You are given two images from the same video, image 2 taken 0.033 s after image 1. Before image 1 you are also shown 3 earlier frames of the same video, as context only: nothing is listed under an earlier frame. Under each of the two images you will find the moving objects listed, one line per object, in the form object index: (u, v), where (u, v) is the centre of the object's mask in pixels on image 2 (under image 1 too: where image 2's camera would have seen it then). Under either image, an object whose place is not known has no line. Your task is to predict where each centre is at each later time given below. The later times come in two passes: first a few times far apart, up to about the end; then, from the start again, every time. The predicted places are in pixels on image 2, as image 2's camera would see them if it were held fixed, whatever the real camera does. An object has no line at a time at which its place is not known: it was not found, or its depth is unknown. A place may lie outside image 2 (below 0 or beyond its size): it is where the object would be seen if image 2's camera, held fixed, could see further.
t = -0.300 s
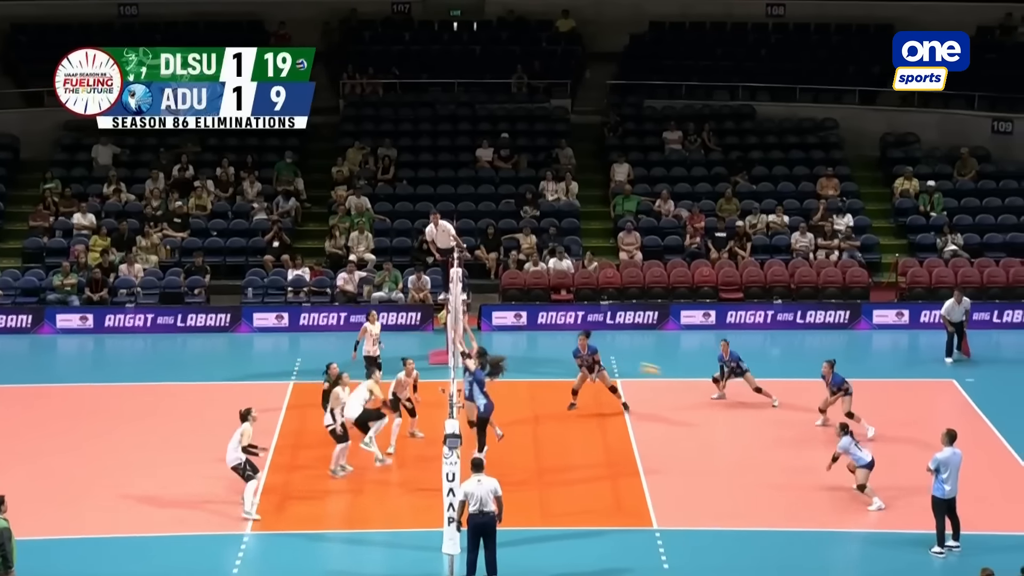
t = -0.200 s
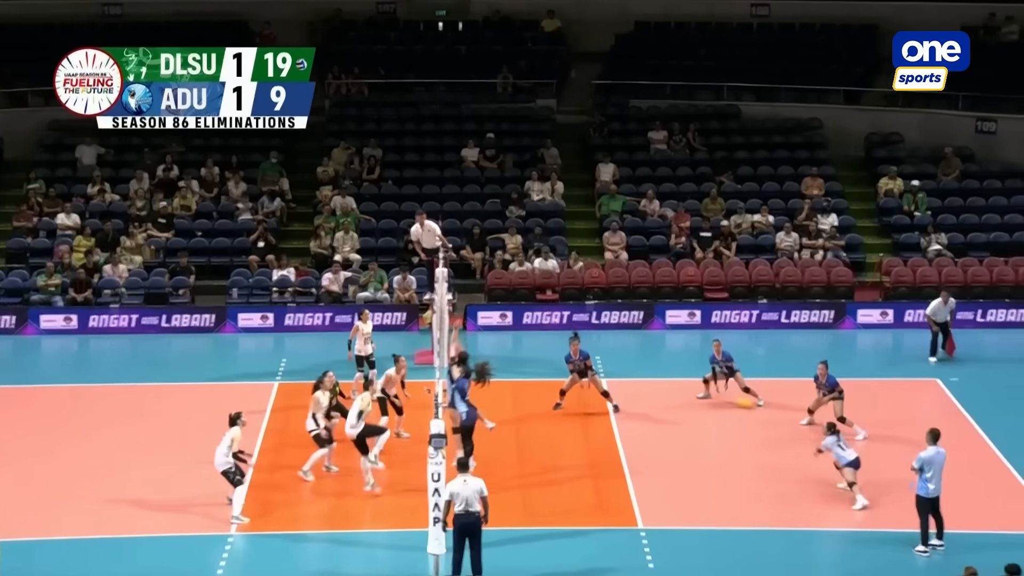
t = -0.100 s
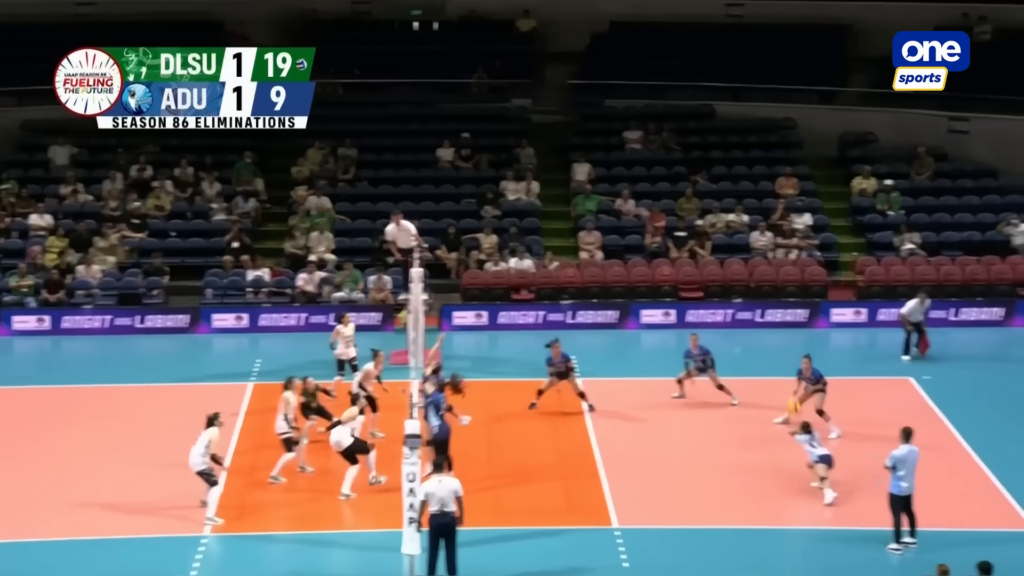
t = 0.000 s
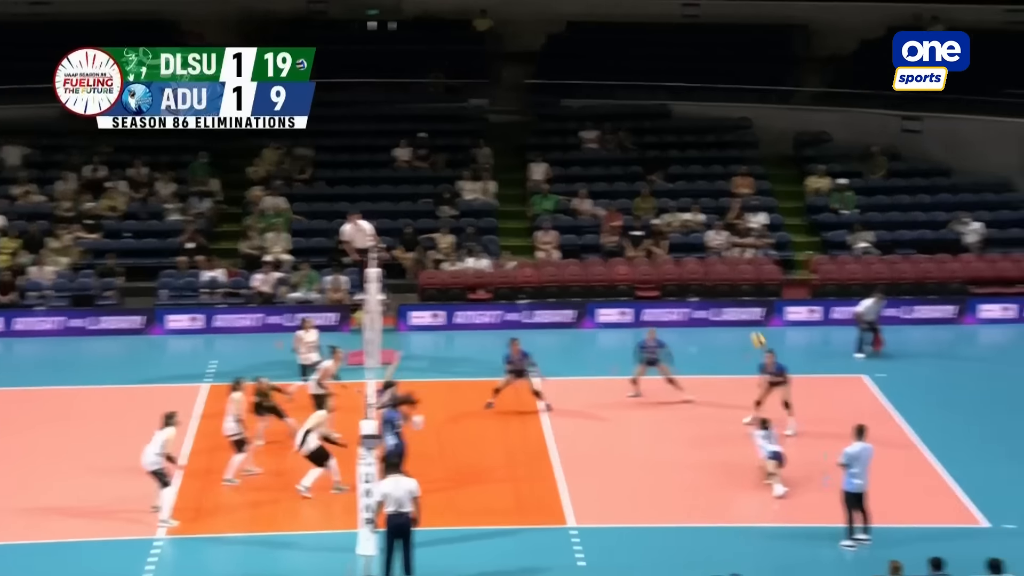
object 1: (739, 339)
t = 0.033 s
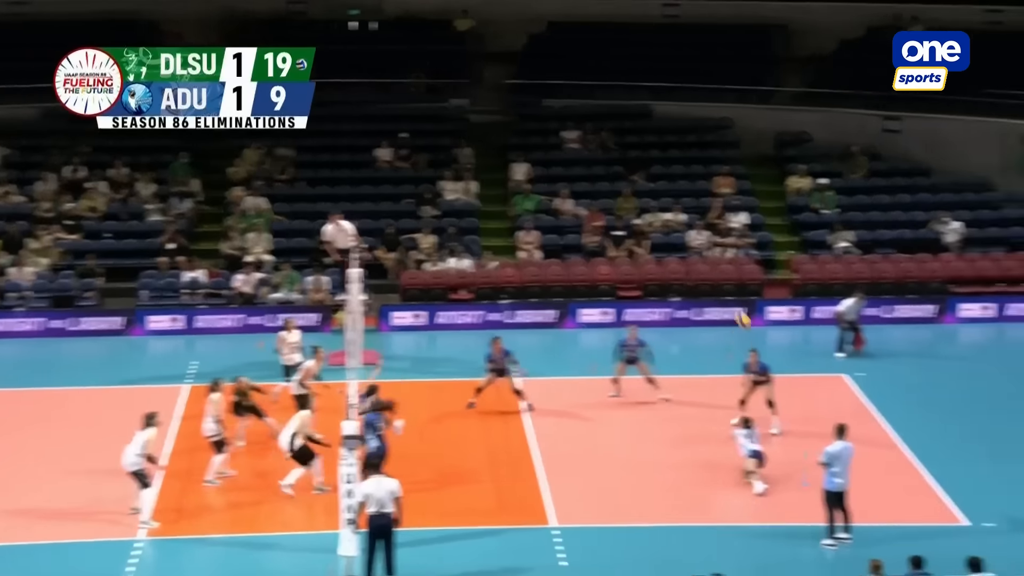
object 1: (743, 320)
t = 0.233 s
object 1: (766, 219)
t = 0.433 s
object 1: (791, 145)
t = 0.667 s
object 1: (820, 92)
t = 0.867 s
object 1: (844, 76)
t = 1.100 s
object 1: (869, 87)
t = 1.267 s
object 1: (885, 115)
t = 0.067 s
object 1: (746, 301)
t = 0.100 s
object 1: (750, 284)
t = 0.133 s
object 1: (754, 265)
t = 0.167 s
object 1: (758, 249)
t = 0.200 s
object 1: (761, 234)
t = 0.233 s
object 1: (766, 219)
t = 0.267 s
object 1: (770, 204)
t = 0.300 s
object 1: (775, 191)
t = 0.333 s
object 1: (779, 178)
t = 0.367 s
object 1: (782, 167)
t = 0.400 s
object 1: (787, 155)
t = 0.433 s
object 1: (791, 145)
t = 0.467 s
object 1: (795, 135)
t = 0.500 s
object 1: (800, 126)
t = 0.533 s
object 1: (804, 118)
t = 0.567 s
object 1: (808, 110)
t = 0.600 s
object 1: (812, 104)
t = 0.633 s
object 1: (816, 98)
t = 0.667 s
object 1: (820, 92)
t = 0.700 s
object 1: (825, 87)
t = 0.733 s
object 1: (828, 84)
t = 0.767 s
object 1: (832, 81)
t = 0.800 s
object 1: (836, 78)
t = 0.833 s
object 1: (840, 76)
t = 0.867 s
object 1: (844, 76)
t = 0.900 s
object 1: (848, 75)
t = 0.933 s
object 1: (851, 76)
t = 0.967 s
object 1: (855, 77)
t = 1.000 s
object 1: (859, 78)
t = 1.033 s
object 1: (862, 81)
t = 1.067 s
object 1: (865, 84)
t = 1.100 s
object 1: (869, 87)
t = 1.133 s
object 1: (873, 92)
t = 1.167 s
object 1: (876, 96)
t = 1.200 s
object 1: (879, 102)
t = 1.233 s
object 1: (882, 108)
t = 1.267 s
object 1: (885, 115)
